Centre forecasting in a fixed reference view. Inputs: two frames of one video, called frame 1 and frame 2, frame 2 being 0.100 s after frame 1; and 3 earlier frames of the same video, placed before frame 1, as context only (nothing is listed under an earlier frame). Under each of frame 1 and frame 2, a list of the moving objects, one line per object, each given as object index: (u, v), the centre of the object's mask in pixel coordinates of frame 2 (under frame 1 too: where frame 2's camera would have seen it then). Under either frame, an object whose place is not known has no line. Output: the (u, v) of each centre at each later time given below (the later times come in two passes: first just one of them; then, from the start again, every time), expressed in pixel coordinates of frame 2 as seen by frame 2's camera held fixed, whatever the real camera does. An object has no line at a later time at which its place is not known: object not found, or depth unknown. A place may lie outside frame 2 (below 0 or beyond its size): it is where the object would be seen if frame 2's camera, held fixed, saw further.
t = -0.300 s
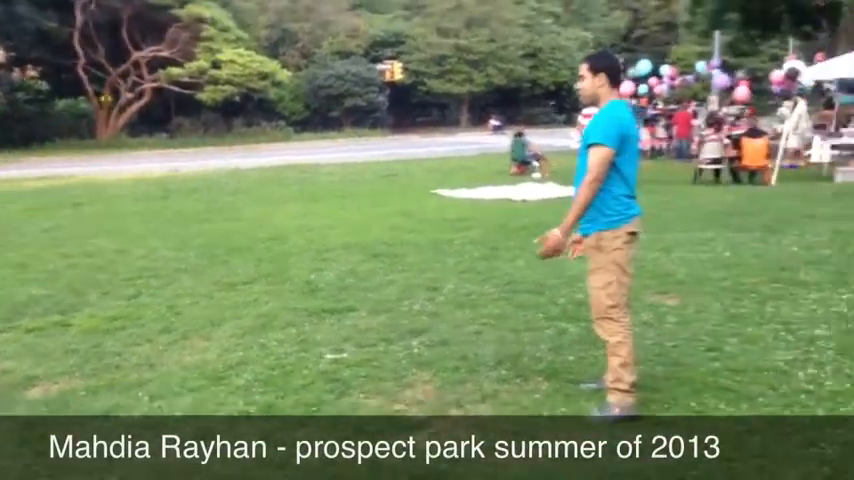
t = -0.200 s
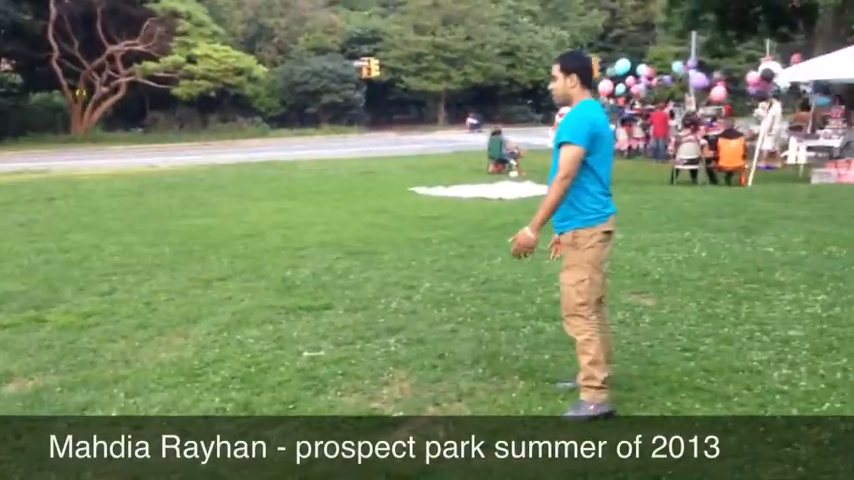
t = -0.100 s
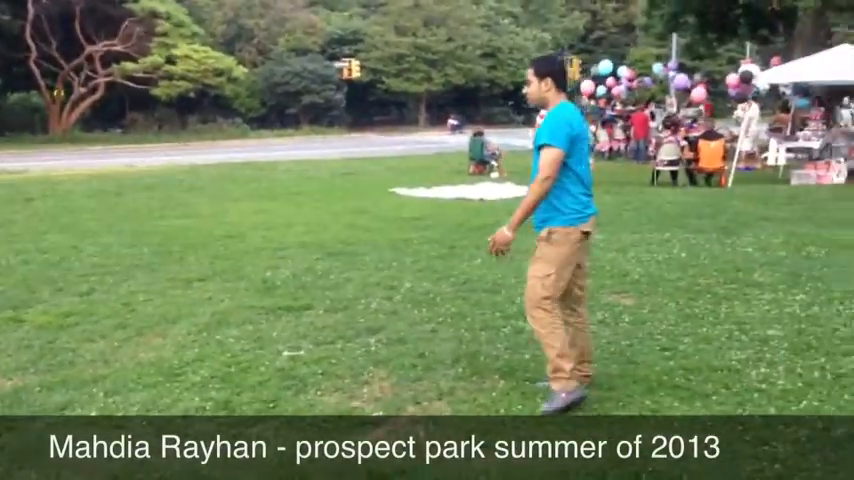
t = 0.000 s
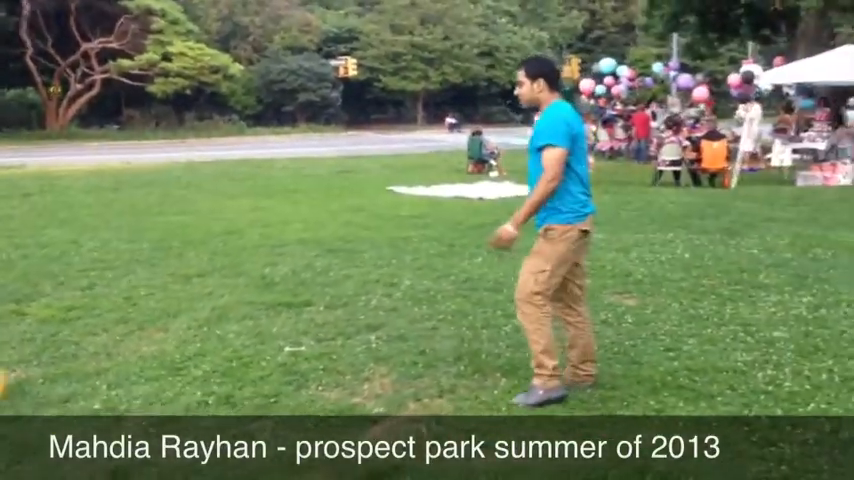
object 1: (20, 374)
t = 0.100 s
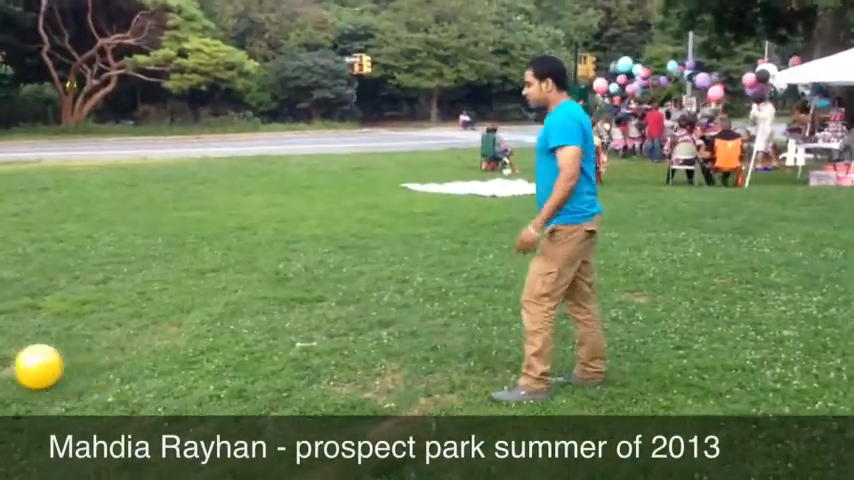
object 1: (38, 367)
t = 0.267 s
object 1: (101, 364)
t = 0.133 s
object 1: (51, 365)
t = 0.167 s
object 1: (63, 365)
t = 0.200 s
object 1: (76, 365)
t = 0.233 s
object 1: (89, 365)
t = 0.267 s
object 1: (101, 364)
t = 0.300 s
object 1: (113, 361)
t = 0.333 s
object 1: (124, 357)
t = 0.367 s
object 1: (136, 355)
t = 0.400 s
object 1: (148, 354)
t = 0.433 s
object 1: (159, 354)
